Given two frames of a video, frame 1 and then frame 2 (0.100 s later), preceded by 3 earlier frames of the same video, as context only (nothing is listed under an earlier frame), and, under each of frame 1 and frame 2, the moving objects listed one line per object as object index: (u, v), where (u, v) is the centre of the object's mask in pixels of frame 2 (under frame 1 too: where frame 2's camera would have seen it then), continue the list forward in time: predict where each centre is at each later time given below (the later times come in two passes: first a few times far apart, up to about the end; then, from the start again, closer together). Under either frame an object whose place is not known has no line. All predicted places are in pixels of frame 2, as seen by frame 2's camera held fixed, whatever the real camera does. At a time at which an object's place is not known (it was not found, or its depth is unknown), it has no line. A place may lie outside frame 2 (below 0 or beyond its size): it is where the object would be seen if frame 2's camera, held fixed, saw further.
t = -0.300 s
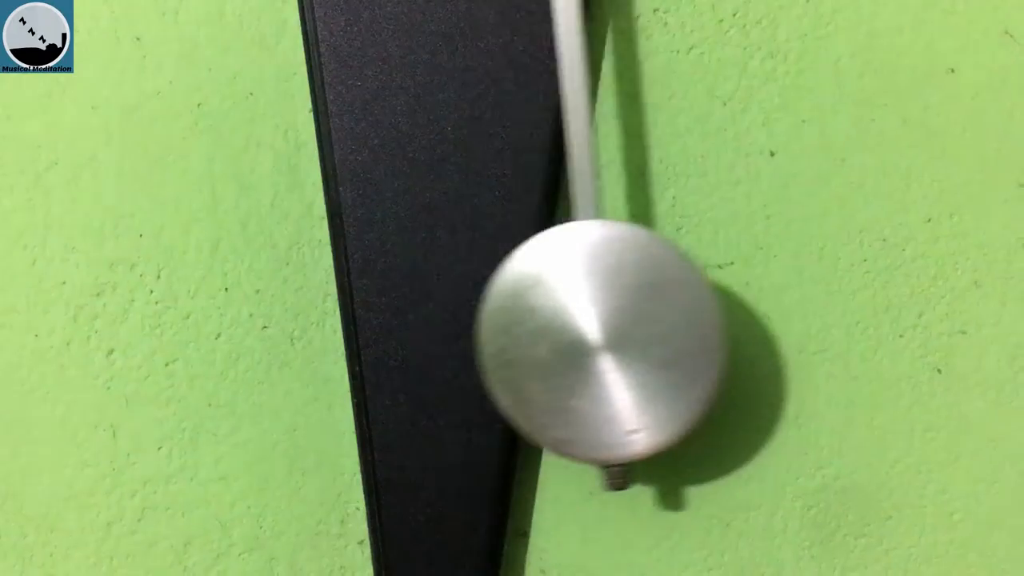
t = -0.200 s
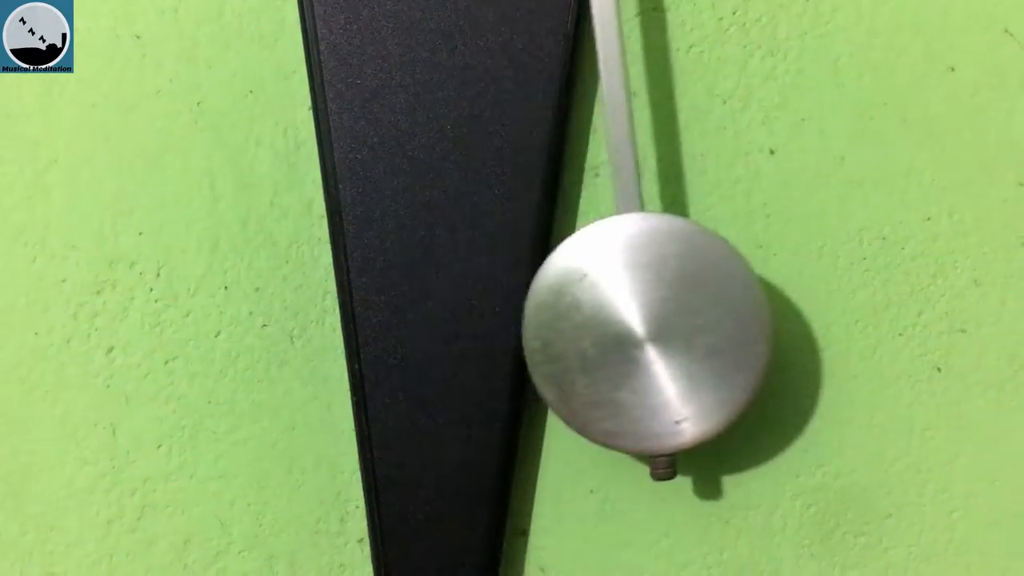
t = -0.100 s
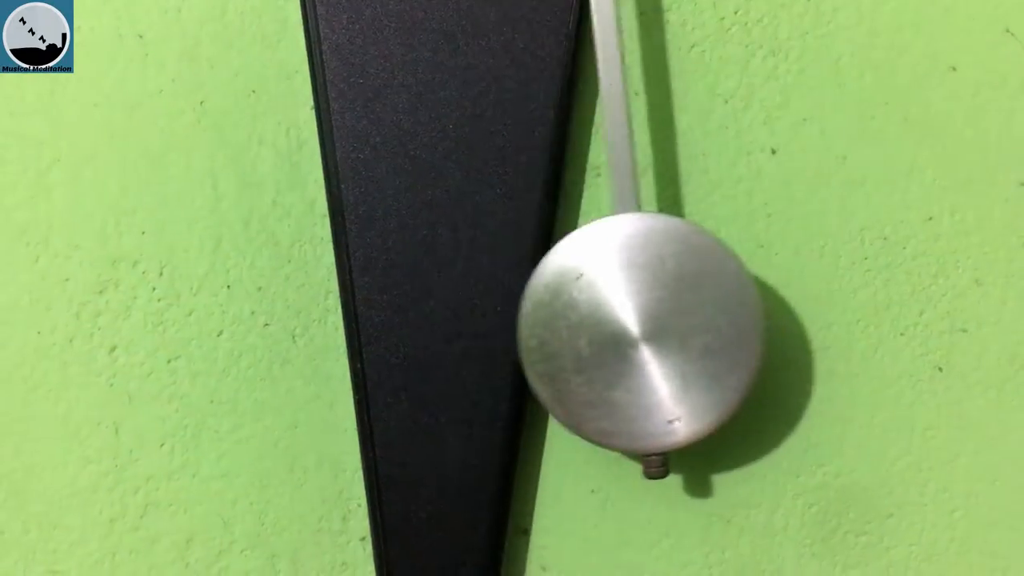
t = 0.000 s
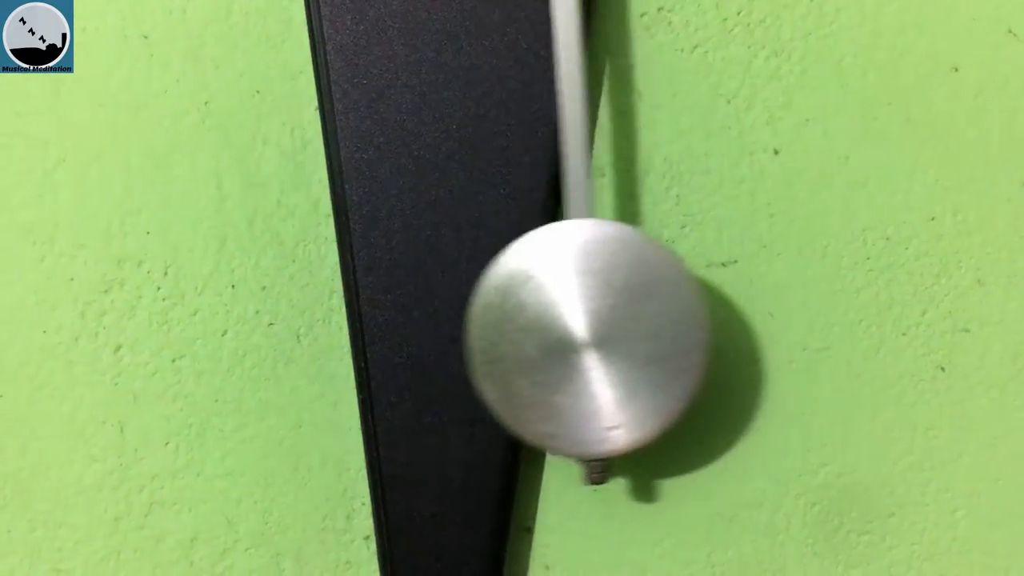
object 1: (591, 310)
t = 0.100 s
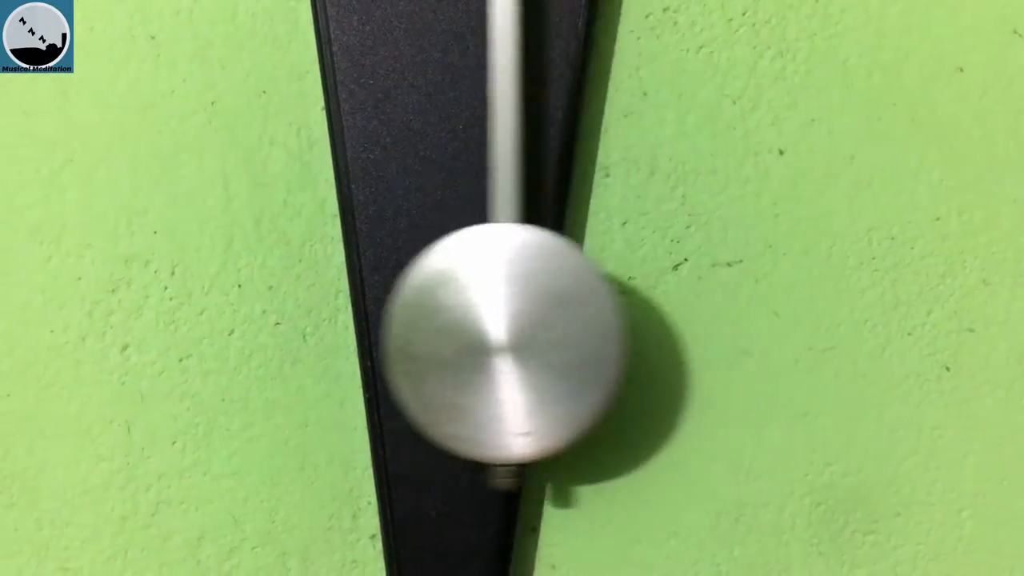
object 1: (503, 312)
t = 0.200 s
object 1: (411, 311)
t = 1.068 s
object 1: (636, 311)
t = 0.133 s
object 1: (473, 311)
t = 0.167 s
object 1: (441, 310)
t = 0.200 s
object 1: (411, 311)
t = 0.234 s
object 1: (382, 308)
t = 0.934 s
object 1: (631, 311)
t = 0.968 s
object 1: (641, 310)
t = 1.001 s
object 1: (645, 311)
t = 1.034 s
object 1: (644, 311)
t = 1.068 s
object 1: (636, 311)
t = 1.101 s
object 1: (623, 312)
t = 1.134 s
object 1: (606, 312)
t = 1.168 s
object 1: (583, 312)
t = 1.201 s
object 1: (557, 312)
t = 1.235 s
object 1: (529, 312)
